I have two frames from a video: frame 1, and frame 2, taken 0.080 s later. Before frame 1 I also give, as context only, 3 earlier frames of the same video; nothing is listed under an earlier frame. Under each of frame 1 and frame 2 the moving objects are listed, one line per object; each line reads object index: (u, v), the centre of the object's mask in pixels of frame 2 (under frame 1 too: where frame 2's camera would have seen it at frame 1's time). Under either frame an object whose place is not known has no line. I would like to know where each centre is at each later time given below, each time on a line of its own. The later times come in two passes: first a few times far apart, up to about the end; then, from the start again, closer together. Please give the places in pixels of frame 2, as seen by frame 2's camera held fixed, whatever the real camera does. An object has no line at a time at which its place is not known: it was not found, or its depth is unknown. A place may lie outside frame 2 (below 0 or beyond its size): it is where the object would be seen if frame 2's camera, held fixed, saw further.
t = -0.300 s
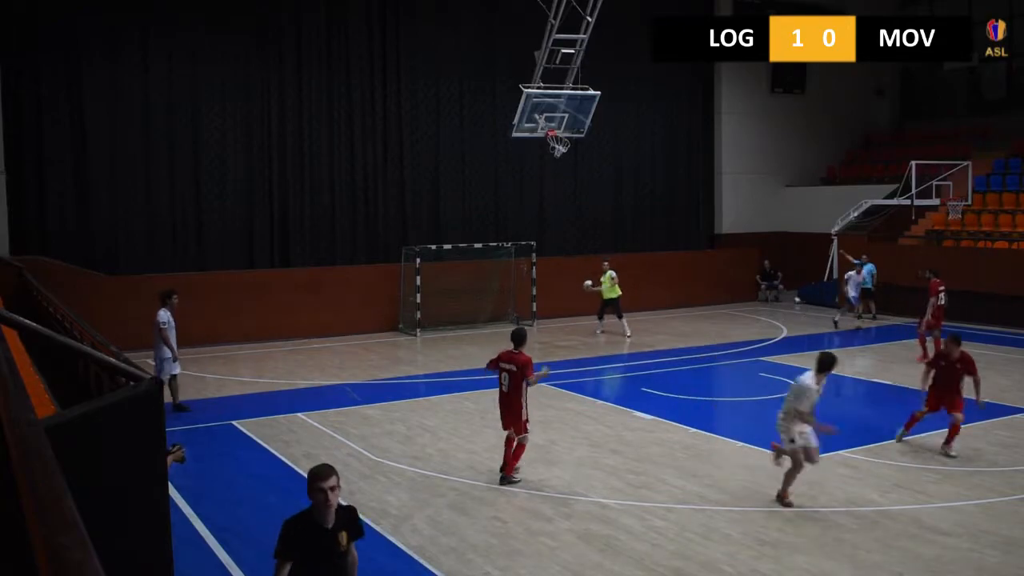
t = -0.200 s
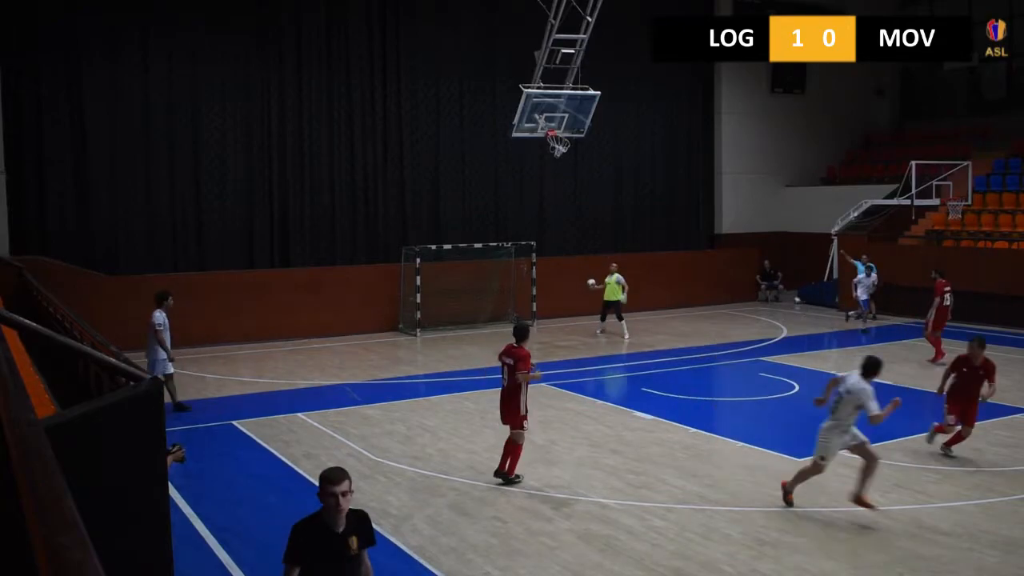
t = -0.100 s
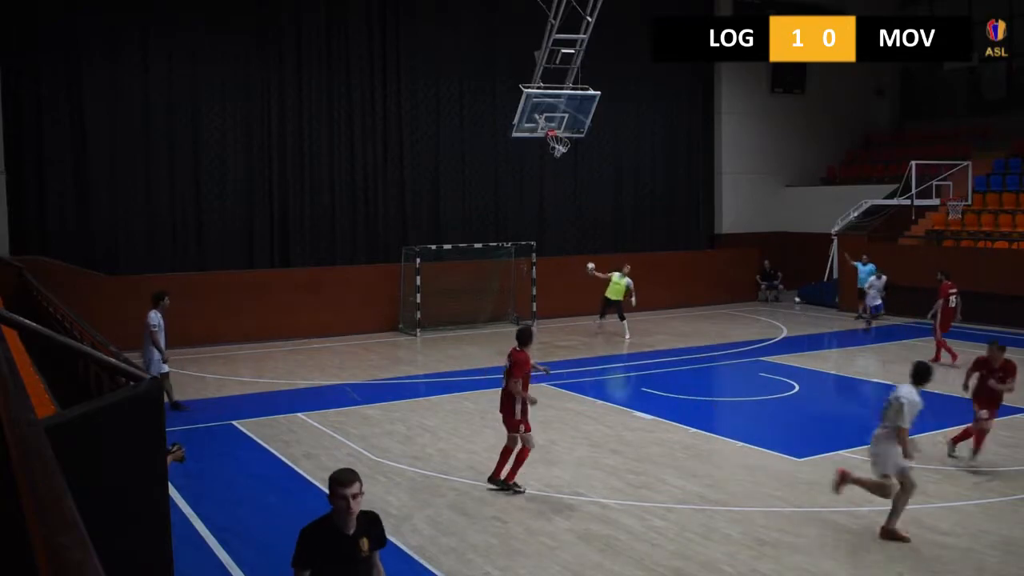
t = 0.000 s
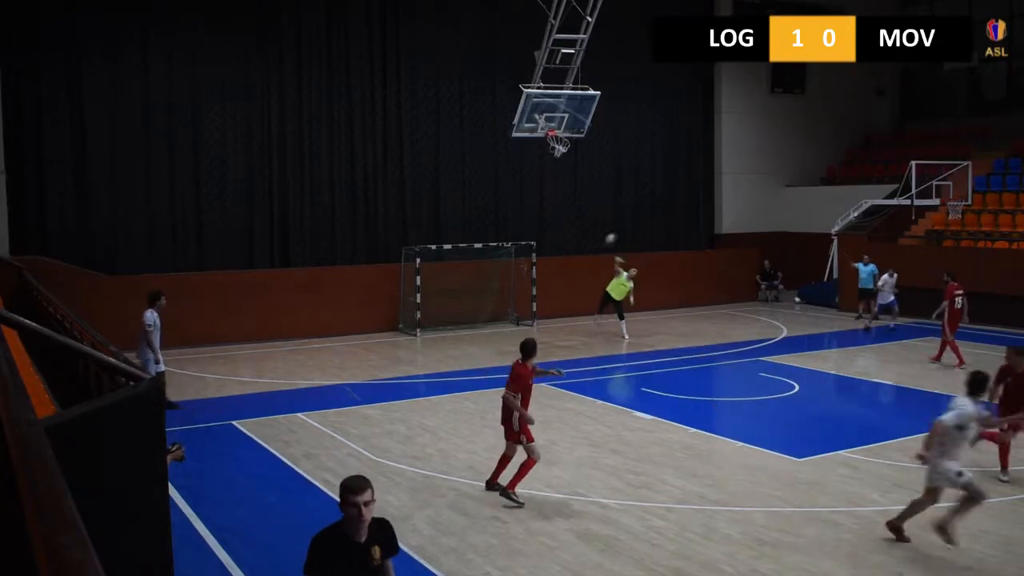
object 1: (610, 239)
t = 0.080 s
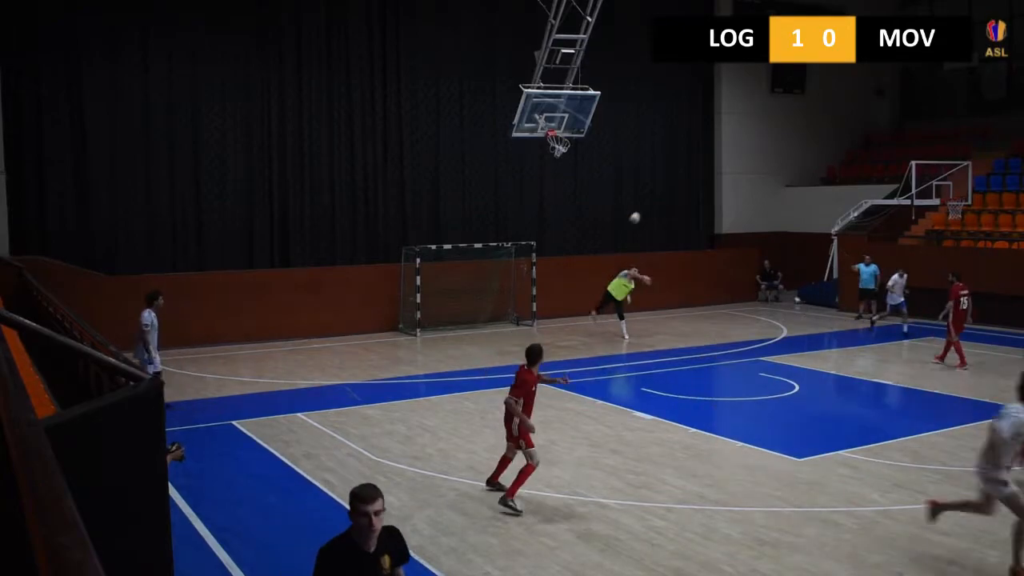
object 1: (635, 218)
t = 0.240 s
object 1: (691, 178)
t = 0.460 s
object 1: (791, 130)
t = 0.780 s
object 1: (1004, 92)
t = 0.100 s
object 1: (641, 212)
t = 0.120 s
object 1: (647, 207)
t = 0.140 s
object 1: (655, 202)
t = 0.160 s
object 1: (662, 197)
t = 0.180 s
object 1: (669, 192)
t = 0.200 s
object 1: (676, 187)
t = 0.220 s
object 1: (683, 182)
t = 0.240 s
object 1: (691, 178)
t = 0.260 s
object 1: (699, 173)
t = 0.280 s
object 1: (707, 169)
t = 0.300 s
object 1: (716, 163)
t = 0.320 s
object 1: (724, 157)
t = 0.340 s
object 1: (733, 154)
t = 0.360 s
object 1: (742, 149)
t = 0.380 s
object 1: (751, 144)
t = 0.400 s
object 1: (761, 140)
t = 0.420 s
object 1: (770, 136)
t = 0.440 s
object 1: (781, 133)
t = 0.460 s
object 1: (791, 130)
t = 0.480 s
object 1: (802, 127)
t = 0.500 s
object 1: (812, 124)
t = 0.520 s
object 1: (824, 121)
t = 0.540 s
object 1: (835, 117)
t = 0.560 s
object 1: (846, 114)
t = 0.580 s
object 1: (858, 111)
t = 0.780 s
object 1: (1004, 92)
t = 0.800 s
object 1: (1022, 91)
